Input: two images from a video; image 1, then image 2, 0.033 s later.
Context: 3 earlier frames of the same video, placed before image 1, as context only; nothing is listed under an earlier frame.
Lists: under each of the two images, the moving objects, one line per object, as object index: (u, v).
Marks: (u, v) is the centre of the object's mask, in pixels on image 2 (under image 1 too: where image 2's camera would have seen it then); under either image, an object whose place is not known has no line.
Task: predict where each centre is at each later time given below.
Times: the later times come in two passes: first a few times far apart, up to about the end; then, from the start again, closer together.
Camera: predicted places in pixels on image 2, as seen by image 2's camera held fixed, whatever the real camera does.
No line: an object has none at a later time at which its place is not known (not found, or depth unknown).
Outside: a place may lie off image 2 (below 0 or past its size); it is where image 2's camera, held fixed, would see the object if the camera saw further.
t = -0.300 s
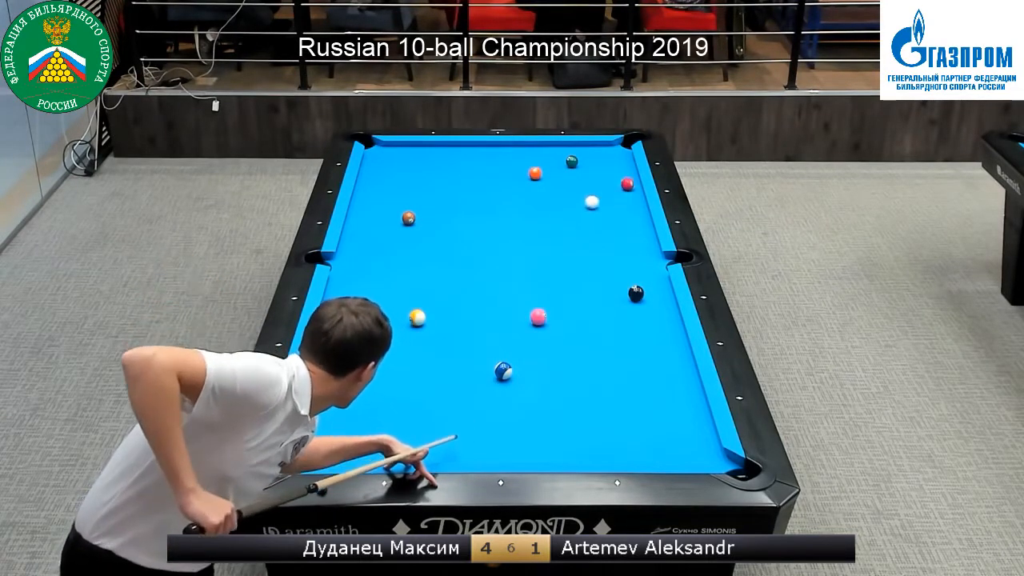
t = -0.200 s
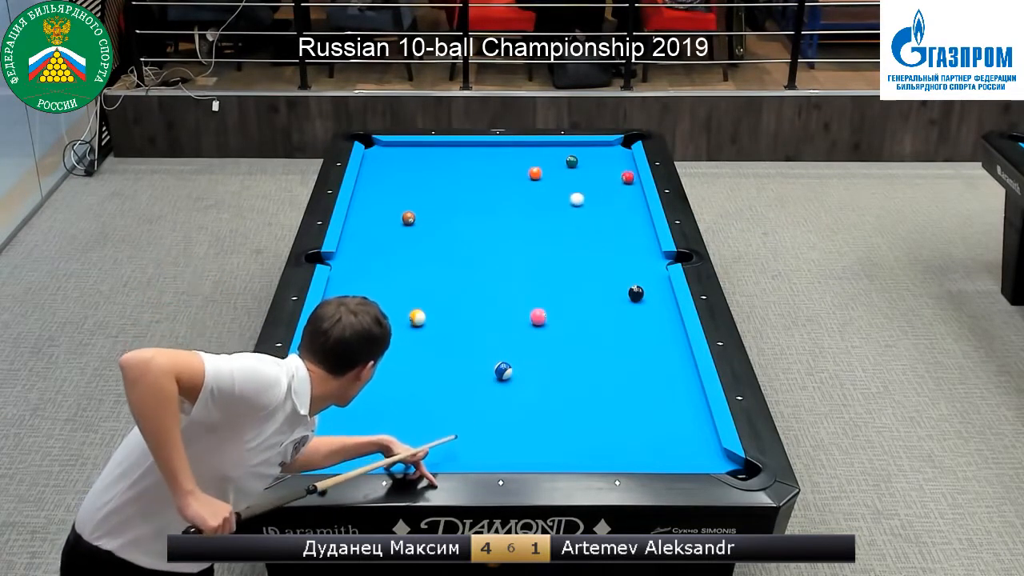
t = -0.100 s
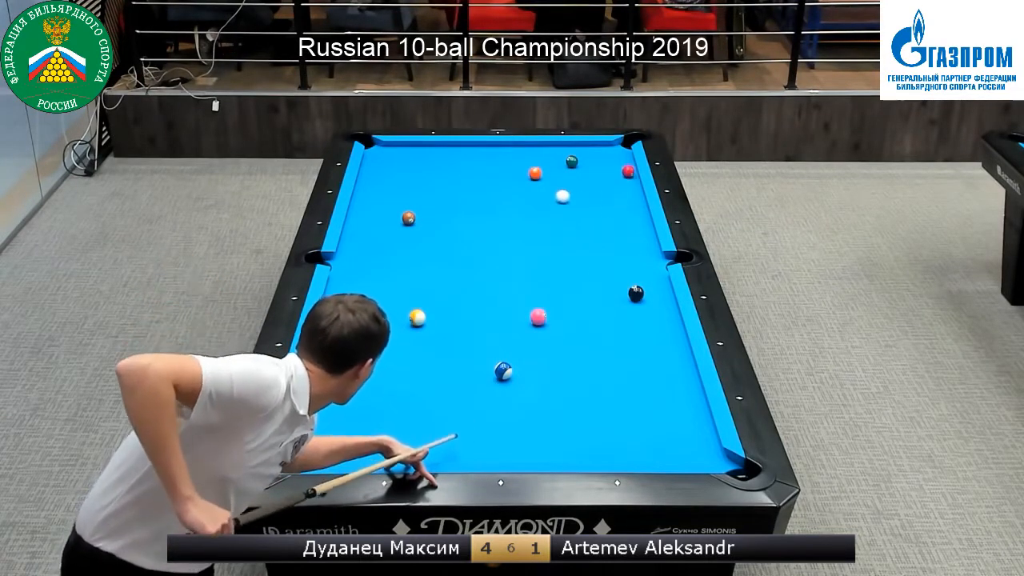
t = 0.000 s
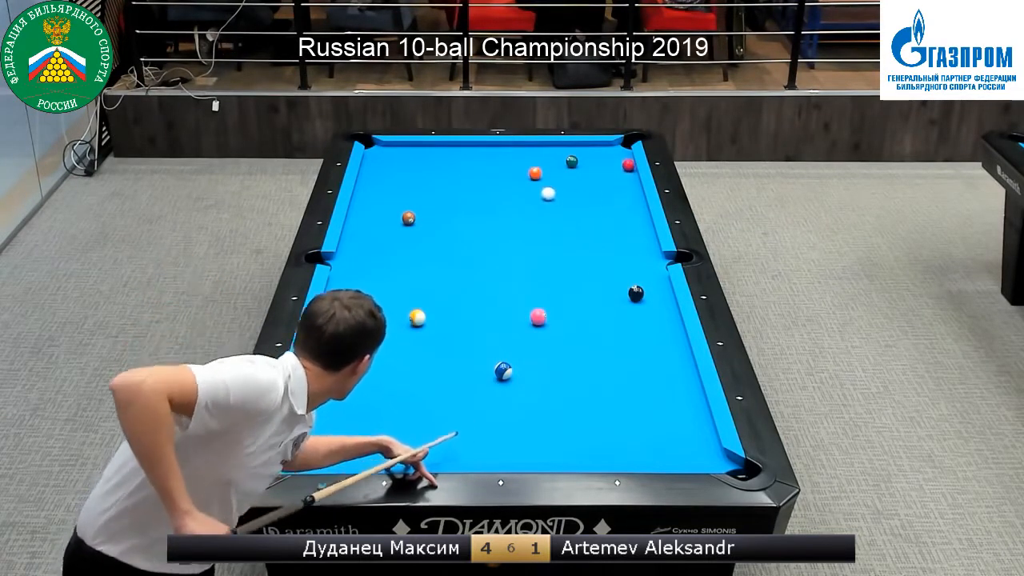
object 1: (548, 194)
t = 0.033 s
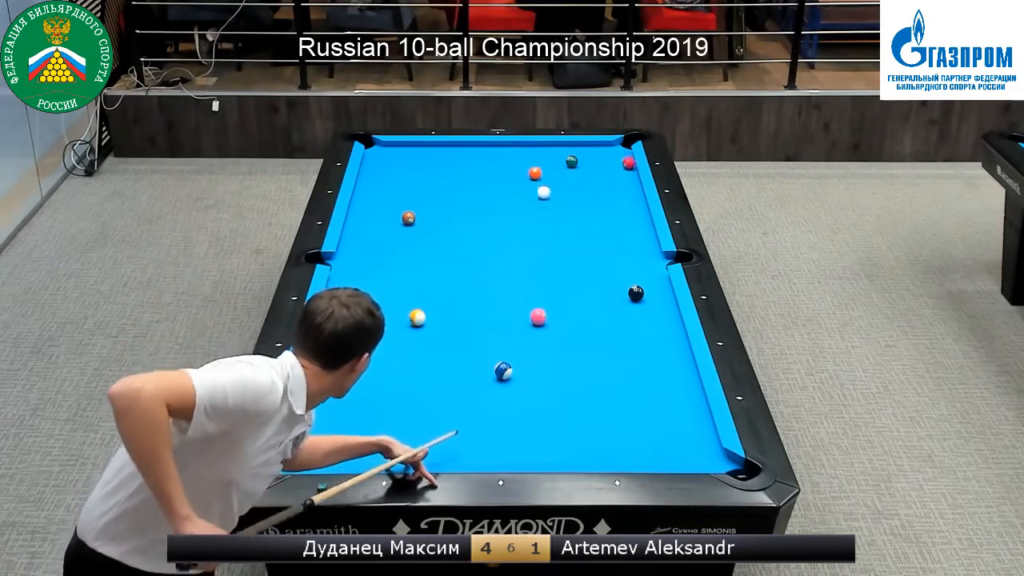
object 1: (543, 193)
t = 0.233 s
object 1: (516, 187)
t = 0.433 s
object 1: (490, 182)
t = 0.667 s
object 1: (462, 177)
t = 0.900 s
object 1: (435, 171)
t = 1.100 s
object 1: (413, 167)
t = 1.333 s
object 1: (389, 162)
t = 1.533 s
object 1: (370, 158)
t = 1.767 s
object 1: (379, 156)
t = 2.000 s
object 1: (390, 155)
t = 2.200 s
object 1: (399, 154)
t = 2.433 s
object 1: (409, 153)
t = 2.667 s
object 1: (418, 152)
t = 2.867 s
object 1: (425, 151)
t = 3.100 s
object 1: (432, 150)
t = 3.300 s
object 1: (438, 150)
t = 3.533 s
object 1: (443, 149)
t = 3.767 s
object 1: (448, 149)
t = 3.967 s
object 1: (451, 148)
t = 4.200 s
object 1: (455, 148)
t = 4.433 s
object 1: (457, 148)
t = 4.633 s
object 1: (458, 148)
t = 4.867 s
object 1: (459, 148)
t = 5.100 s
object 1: (459, 148)
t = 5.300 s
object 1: (459, 148)
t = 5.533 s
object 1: (459, 148)
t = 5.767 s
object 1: (459, 148)
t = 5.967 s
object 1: (459, 148)
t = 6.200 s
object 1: (459, 148)
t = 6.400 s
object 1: (459, 148)
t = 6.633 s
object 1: (459, 148)
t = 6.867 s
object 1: (459, 148)
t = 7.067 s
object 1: (460, 147)
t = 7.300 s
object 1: (459, 148)
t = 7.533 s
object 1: (459, 148)
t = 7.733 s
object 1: (459, 148)
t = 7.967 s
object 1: (459, 148)
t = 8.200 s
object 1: (459, 148)
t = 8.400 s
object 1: (459, 148)
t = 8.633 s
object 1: (459, 148)
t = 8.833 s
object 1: (459, 148)
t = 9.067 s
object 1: (459, 148)
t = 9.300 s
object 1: (459, 148)
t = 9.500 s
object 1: (459, 148)
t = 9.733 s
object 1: (459, 148)
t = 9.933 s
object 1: (459, 148)
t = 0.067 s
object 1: (539, 192)
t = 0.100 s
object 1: (534, 191)
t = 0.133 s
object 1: (530, 190)
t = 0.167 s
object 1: (525, 189)
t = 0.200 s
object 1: (520, 188)
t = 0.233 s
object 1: (516, 187)
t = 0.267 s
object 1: (512, 186)
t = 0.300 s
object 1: (507, 186)
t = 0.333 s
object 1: (503, 185)
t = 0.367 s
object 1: (499, 184)
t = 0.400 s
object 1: (494, 183)
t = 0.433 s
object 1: (490, 182)
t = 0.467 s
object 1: (486, 181)
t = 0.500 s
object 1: (482, 180)
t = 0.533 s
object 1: (478, 180)
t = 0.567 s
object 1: (474, 179)
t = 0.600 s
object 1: (470, 178)
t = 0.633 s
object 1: (466, 177)
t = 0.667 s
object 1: (462, 177)
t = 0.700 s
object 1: (458, 176)
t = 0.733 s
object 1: (454, 175)
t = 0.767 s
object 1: (450, 174)
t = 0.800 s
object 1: (446, 173)
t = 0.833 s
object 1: (442, 173)
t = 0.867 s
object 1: (439, 172)
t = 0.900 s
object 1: (435, 171)
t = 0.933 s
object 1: (431, 170)
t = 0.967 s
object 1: (427, 170)
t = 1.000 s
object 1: (424, 169)
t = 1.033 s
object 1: (420, 168)
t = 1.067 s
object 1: (416, 167)
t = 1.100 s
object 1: (413, 167)
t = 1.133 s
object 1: (409, 166)
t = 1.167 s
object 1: (406, 165)
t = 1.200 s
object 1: (403, 165)
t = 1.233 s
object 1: (399, 164)
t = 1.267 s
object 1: (396, 163)
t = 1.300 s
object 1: (392, 163)
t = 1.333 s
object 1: (389, 162)
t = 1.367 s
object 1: (386, 161)
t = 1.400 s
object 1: (382, 161)
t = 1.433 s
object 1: (379, 160)
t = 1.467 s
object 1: (376, 160)
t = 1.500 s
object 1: (372, 159)
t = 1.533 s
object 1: (370, 158)
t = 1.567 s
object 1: (368, 158)
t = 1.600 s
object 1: (370, 158)
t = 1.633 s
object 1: (372, 157)
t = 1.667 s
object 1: (373, 157)
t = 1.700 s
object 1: (375, 157)
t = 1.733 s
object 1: (377, 157)
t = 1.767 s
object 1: (379, 156)
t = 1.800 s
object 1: (380, 156)
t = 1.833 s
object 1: (382, 156)
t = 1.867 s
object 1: (384, 156)
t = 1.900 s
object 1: (385, 156)
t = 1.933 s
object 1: (387, 155)
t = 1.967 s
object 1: (389, 155)
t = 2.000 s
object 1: (390, 155)
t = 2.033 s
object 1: (392, 155)
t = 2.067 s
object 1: (393, 155)
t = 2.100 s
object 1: (395, 155)
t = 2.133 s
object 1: (396, 154)
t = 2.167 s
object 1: (398, 154)
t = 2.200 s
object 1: (399, 154)
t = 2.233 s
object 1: (401, 154)
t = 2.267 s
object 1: (402, 154)
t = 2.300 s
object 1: (404, 153)
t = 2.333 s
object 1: (405, 153)
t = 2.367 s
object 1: (406, 153)
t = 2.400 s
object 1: (408, 153)
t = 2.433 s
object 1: (409, 153)
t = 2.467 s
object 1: (410, 153)
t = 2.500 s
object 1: (412, 152)
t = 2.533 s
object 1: (413, 152)
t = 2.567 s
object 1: (414, 152)
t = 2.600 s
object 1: (416, 152)
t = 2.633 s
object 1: (417, 152)
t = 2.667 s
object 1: (418, 152)
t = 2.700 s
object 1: (419, 152)
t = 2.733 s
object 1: (420, 151)
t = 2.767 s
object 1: (422, 151)
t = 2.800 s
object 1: (423, 151)
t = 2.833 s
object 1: (424, 151)
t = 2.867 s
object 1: (425, 151)
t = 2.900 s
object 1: (426, 151)
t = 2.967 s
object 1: (428, 151)
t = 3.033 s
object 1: (430, 150)
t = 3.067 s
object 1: (431, 150)
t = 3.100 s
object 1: (432, 150)
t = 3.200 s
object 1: (435, 150)
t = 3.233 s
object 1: (436, 150)
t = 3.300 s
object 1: (438, 150)
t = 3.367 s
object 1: (439, 149)
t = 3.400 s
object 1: (440, 149)
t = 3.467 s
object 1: (441, 149)
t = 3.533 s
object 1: (443, 149)
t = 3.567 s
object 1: (444, 147)
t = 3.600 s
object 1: (445, 147)
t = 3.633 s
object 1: (446, 147)
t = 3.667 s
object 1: (446, 148)
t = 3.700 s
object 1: (447, 149)
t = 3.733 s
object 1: (447, 149)
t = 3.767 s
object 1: (448, 149)
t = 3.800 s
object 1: (449, 149)
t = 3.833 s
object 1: (449, 148)
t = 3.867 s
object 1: (450, 148)
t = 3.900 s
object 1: (450, 148)
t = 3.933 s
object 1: (451, 148)
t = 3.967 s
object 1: (451, 148)
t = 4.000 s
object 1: (452, 148)
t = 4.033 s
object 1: (453, 148)
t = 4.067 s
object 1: (453, 148)
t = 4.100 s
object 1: (454, 148)
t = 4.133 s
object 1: (454, 148)
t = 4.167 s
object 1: (454, 148)
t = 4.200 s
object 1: (455, 148)
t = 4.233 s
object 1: (455, 148)
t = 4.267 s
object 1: (455, 148)
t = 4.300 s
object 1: (456, 148)
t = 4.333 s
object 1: (456, 148)
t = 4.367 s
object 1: (457, 148)
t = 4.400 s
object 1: (457, 148)
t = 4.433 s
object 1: (457, 148)
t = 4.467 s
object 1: (457, 148)
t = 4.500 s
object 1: (458, 148)
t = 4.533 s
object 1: (458, 148)
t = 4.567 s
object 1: (458, 148)
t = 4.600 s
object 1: (458, 148)
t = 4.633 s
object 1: (458, 148)
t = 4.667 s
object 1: (458, 148)
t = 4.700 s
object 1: (459, 148)
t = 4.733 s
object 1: (459, 148)
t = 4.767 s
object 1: (459, 148)
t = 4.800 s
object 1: (459, 148)
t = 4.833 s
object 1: (459, 148)
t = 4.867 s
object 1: (459, 148)
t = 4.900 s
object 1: (459, 148)
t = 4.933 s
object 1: (459, 148)
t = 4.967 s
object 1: (459, 148)
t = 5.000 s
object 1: (459, 148)
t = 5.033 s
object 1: (459, 148)
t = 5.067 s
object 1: (459, 148)
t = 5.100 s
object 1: (459, 148)
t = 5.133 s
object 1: (459, 148)
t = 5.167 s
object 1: (459, 148)
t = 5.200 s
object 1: (459, 148)
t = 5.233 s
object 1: (459, 148)
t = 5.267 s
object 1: (459, 148)
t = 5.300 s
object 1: (459, 148)
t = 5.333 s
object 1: (459, 148)
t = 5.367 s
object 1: (459, 148)
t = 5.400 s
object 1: (459, 148)
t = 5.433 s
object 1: (459, 148)
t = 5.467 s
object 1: (459, 148)
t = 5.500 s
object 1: (459, 148)
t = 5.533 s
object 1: (459, 148)
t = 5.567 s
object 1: (459, 148)
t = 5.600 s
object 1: (459, 148)
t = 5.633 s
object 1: (459, 148)
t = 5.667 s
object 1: (459, 148)
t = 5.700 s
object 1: (459, 148)
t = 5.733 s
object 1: (459, 148)
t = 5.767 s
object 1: (459, 148)
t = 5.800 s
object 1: (459, 148)
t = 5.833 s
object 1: (459, 148)
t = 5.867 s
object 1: (459, 148)
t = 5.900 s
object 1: (459, 148)
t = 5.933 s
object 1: (459, 148)
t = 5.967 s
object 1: (459, 148)
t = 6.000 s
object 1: (459, 148)
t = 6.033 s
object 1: (459, 148)
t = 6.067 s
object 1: (459, 148)
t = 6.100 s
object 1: (459, 148)
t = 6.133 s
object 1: (459, 148)
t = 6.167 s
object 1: (459, 148)
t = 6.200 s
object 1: (459, 148)
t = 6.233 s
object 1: (459, 148)
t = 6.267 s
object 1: (459, 148)
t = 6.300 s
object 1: (459, 148)
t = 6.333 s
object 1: (459, 148)
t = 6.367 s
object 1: (459, 148)
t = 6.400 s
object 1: (459, 148)
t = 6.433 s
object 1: (459, 148)
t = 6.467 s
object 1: (459, 148)
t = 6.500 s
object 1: (459, 148)
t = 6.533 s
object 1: (459, 148)
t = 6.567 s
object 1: (459, 148)
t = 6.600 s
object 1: (459, 148)
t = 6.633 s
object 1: (459, 148)
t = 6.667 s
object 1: (459, 148)
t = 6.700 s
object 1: (459, 148)
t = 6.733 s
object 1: (459, 148)
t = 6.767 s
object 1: (459, 148)
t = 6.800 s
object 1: (459, 148)
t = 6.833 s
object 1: (459, 148)
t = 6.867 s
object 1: (459, 148)
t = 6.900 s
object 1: (459, 148)
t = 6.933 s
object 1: (459, 148)
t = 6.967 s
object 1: (459, 148)
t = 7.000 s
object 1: (459, 148)
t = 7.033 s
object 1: (460, 148)
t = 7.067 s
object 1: (460, 147)
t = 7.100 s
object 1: (460, 147)
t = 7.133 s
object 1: (459, 148)
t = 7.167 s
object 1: (459, 148)
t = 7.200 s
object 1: (459, 148)
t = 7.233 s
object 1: (459, 148)
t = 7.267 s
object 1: (459, 148)
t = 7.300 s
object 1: (459, 148)
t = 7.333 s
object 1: (459, 148)
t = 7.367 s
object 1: (459, 148)
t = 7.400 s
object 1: (459, 148)
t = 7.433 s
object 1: (459, 148)
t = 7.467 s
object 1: (459, 148)
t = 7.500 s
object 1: (459, 148)
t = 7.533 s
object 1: (459, 148)
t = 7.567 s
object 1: (459, 148)
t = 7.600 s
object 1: (459, 148)
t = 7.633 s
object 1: (459, 148)
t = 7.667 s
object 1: (459, 148)
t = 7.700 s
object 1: (459, 148)
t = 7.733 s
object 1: (459, 148)
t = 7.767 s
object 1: (459, 148)
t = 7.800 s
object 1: (459, 148)
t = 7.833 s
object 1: (459, 148)
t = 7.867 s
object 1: (459, 148)
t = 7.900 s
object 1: (459, 148)
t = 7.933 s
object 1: (459, 148)
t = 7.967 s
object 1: (459, 148)
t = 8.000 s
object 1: (459, 148)
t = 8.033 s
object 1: (459, 148)
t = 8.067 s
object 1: (459, 148)
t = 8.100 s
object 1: (459, 148)
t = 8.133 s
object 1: (459, 148)
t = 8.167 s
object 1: (459, 148)
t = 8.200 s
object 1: (459, 148)
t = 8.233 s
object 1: (459, 148)
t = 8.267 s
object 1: (459, 148)
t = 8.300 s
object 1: (459, 148)
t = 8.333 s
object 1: (459, 148)
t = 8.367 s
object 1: (459, 148)
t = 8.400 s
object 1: (459, 148)
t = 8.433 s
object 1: (459, 148)
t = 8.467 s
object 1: (459, 148)
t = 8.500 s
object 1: (459, 148)
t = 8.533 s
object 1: (459, 148)
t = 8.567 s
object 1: (459, 148)
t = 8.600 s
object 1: (459, 148)
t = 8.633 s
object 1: (459, 148)
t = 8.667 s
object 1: (459, 148)
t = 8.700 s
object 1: (459, 148)
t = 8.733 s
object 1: (459, 148)
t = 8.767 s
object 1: (459, 148)
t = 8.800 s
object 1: (459, 148)
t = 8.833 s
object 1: (459, 148)
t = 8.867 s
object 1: (459, 148)
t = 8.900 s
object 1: (459, 148)
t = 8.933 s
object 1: (459, 148)
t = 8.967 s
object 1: (459, 148)
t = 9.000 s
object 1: (459, 148)
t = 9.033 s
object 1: (459, 148)
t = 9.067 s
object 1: (459, 148)
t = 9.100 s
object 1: (459, 148)
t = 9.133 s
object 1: (459, 148)
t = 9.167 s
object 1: (459, 148)
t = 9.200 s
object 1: (459, 148)
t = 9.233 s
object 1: (459, 148)
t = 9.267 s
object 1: (459, 148)
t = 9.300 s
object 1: (459, 148)
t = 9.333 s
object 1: (459, 148)
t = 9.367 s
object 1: (459, 148)
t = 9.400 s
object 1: (459, 148)
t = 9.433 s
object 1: (459, 148)
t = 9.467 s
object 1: (459, 148)
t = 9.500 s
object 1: (459, 148)
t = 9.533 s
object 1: (459, 148)
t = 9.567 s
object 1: (459, 148)
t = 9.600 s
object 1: (459, 148)
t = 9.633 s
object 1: (459, 148)
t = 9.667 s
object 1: (459, 148)
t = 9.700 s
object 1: (459, 148)
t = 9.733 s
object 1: (459, 148)
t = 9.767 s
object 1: (459, 148)
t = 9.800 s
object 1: (459, 148)
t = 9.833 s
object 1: (459, 148)
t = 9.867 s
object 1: (459, 148)
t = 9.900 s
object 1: (459, 148)
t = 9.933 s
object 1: (459, 148)
